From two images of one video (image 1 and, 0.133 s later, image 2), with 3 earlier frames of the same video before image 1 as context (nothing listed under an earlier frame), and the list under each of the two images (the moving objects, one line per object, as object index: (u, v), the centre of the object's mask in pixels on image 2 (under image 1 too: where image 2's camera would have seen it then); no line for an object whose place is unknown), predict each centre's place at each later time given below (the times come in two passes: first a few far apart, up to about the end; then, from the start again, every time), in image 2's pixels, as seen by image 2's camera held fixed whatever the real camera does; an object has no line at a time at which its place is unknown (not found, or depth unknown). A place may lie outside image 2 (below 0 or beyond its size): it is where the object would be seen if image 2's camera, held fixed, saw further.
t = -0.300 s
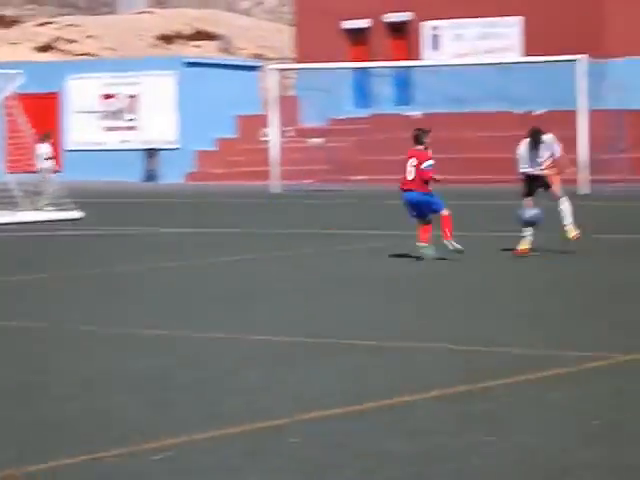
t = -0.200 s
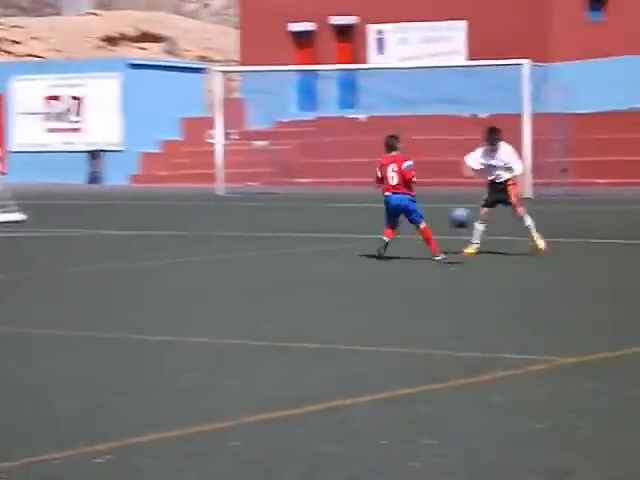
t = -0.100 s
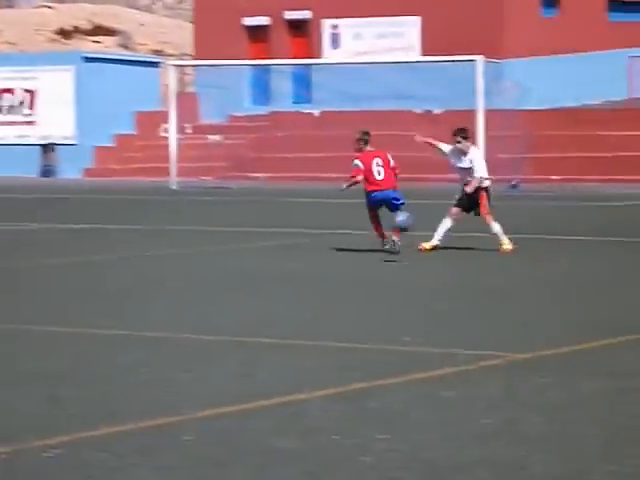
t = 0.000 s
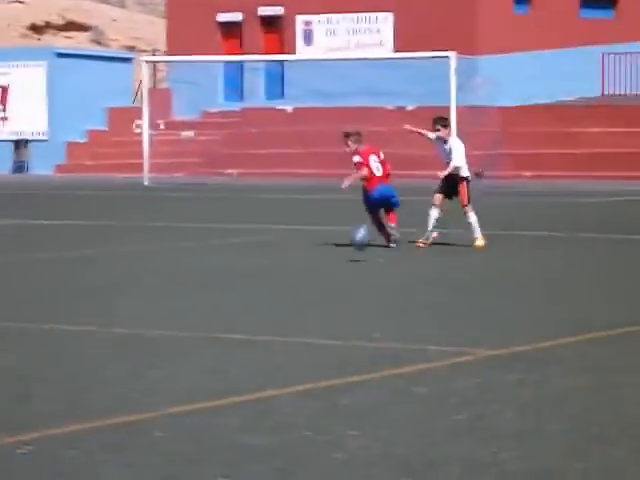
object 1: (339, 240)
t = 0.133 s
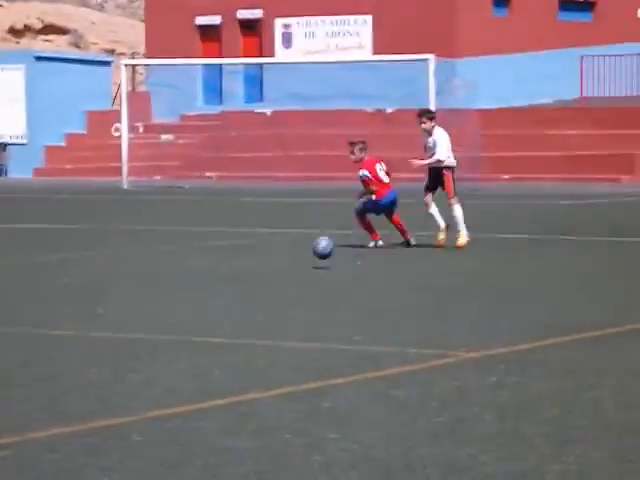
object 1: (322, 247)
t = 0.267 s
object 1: (306, 247)
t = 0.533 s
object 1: (274, 259)
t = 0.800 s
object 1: (238, 271)
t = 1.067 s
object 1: (198, 286)
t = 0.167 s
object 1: (319, 246)
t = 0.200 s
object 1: (314, 244)
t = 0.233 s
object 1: (311, 245)
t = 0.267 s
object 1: (306, 247)
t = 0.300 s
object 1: (303, 250)
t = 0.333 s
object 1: (299, 254)
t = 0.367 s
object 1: (295, 260)
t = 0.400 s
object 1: (290, 266)
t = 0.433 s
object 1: (286, 263)
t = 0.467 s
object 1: (283, 261)
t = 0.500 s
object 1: (278, 259)
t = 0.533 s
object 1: (274, 259)
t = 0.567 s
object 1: (269, 261)
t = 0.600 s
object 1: (264, 263)
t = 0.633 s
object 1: (261, 268)
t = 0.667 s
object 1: (256, 274)
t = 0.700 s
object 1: (252, 273)
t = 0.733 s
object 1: (247, 271)
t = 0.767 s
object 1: (243, 271)
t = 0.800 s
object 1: (238, 271)
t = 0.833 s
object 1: (233, 273)
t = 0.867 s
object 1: (228, 278)
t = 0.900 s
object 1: (224, 281)
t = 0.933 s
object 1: (219, 281)
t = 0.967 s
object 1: (214, 282)
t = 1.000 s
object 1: (208, 283)
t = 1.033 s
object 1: (205, 286)
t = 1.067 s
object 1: (198, 286)
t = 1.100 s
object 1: (193, 287)
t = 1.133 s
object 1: (189, 288)
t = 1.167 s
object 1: (183, 290)
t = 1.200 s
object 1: (178, 292)
